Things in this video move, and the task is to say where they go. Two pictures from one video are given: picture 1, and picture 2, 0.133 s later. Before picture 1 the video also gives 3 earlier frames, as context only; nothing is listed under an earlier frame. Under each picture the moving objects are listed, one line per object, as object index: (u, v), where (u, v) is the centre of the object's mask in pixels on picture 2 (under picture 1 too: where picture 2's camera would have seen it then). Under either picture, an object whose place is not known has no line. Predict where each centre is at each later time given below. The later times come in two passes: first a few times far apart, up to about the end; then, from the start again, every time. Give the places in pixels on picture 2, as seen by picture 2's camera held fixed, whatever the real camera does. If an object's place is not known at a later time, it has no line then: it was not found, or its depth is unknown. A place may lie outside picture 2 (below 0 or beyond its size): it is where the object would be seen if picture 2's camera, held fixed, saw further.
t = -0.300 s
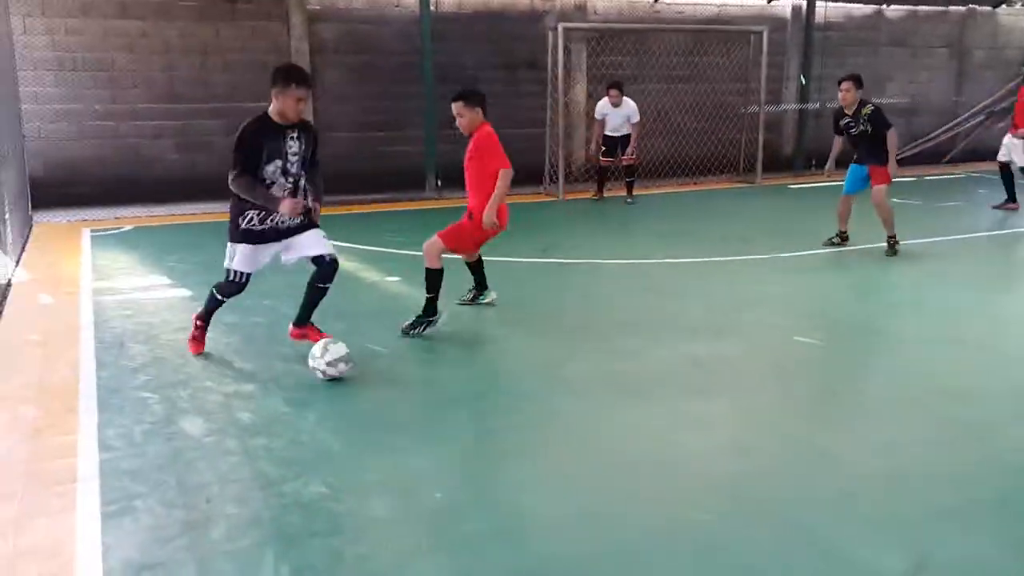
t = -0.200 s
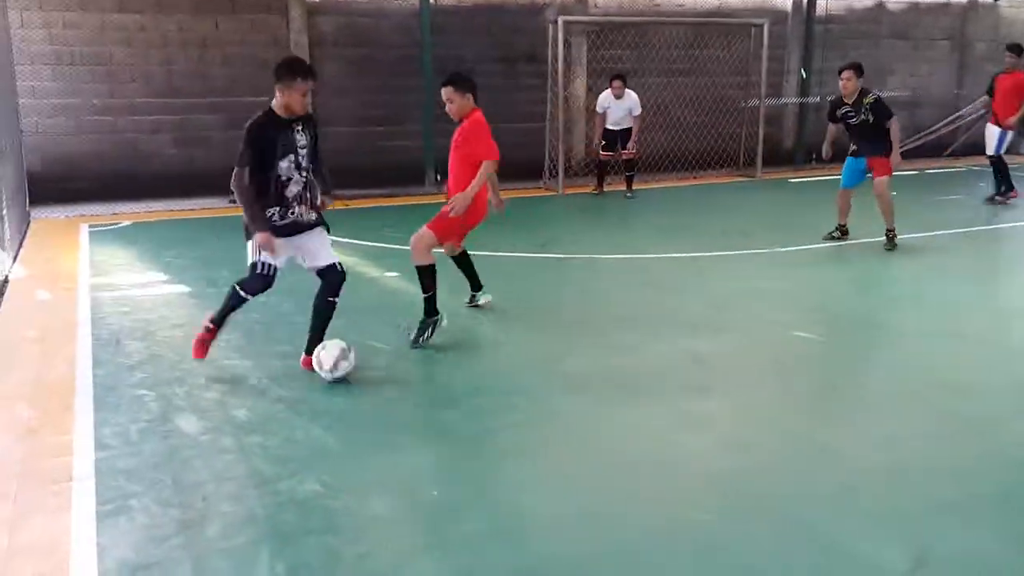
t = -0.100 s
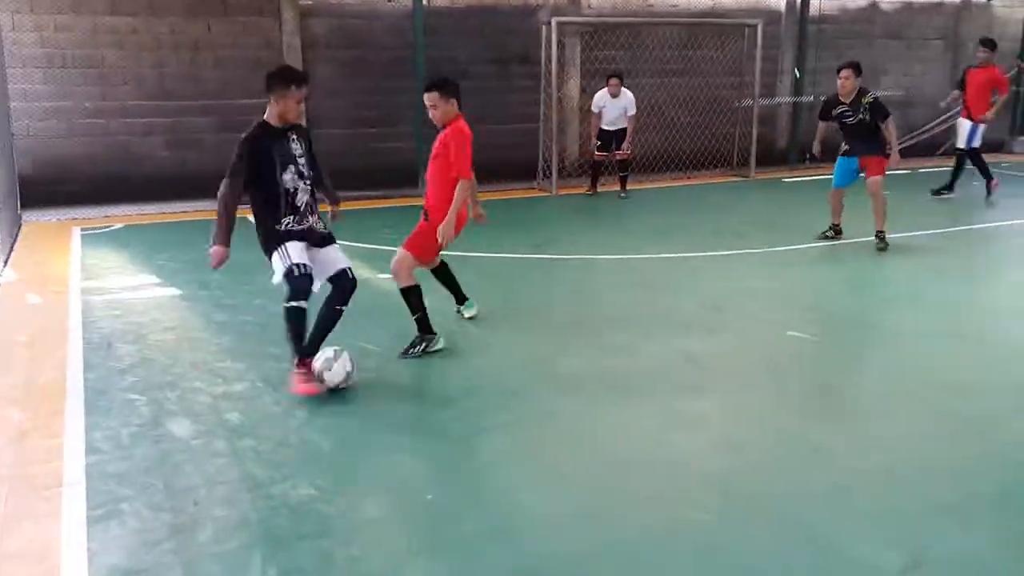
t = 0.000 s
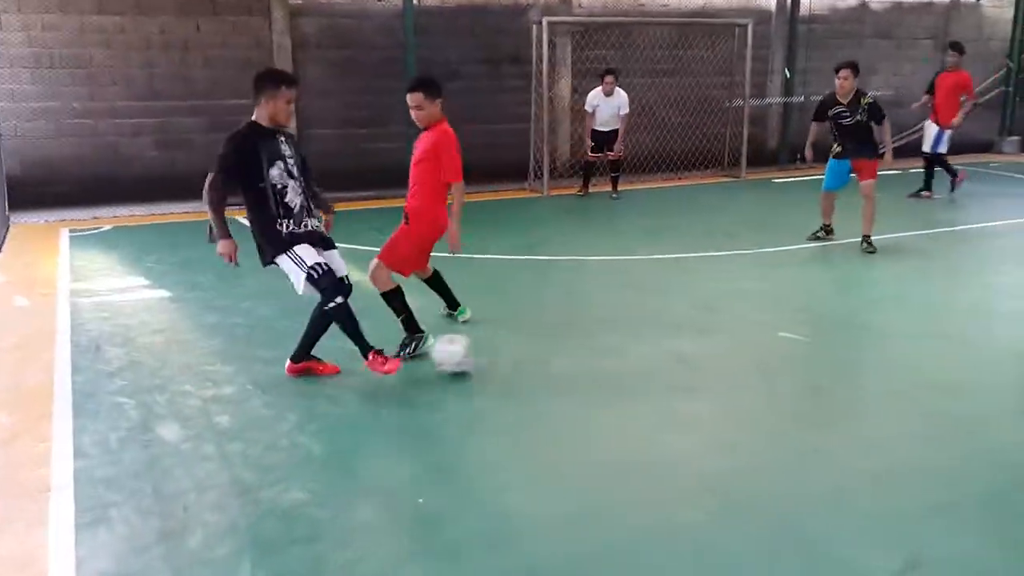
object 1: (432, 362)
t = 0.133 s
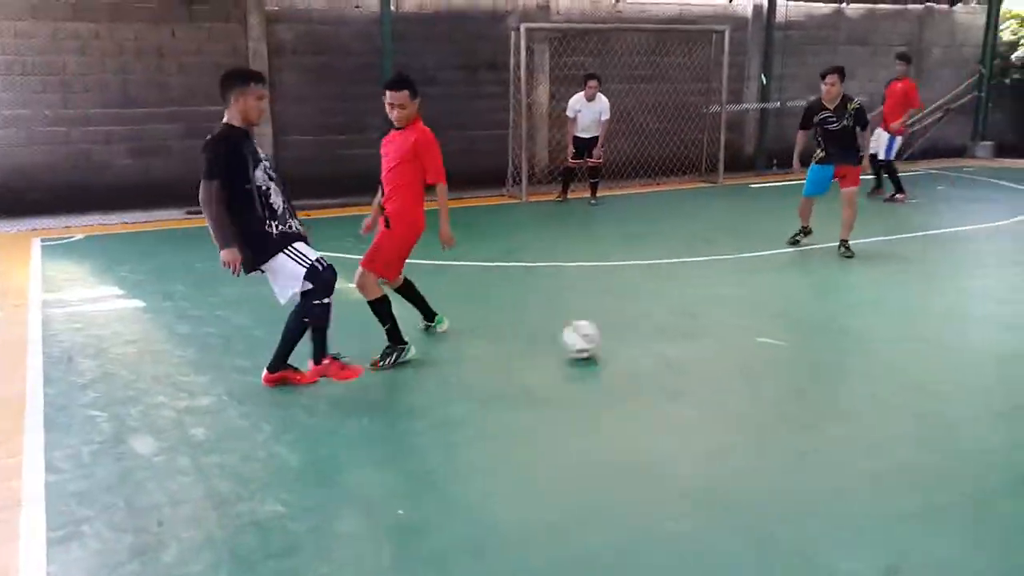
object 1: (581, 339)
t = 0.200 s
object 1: (642, 331)
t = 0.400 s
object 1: (786, 310)
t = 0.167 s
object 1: (612, 336)
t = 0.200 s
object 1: (642, 331)
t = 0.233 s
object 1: (670, 327)
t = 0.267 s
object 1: (696, 324)
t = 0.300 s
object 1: (721, 321)
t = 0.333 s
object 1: (744, 318)
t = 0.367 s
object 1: (766, 314)
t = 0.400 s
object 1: (786, 310)
